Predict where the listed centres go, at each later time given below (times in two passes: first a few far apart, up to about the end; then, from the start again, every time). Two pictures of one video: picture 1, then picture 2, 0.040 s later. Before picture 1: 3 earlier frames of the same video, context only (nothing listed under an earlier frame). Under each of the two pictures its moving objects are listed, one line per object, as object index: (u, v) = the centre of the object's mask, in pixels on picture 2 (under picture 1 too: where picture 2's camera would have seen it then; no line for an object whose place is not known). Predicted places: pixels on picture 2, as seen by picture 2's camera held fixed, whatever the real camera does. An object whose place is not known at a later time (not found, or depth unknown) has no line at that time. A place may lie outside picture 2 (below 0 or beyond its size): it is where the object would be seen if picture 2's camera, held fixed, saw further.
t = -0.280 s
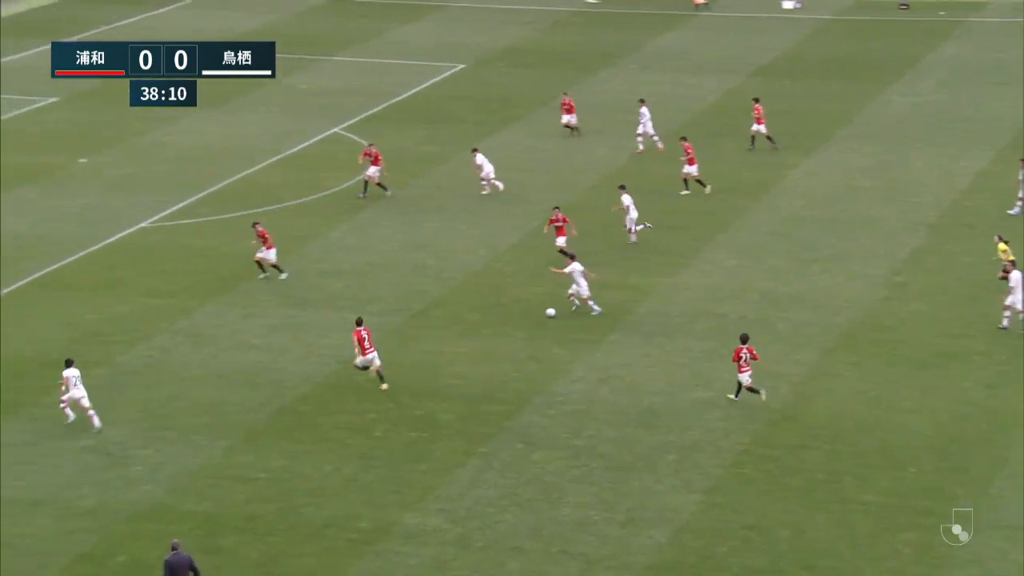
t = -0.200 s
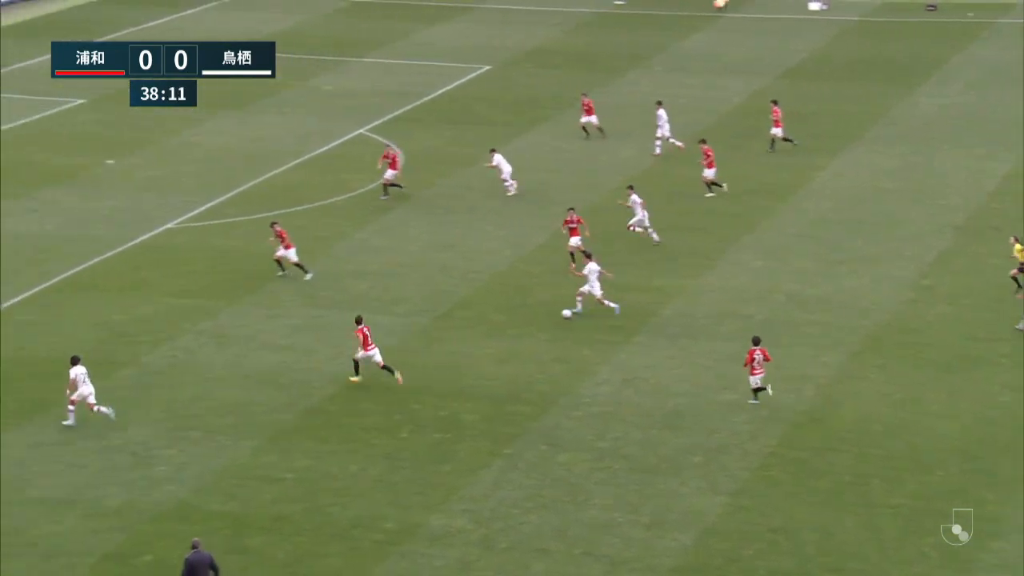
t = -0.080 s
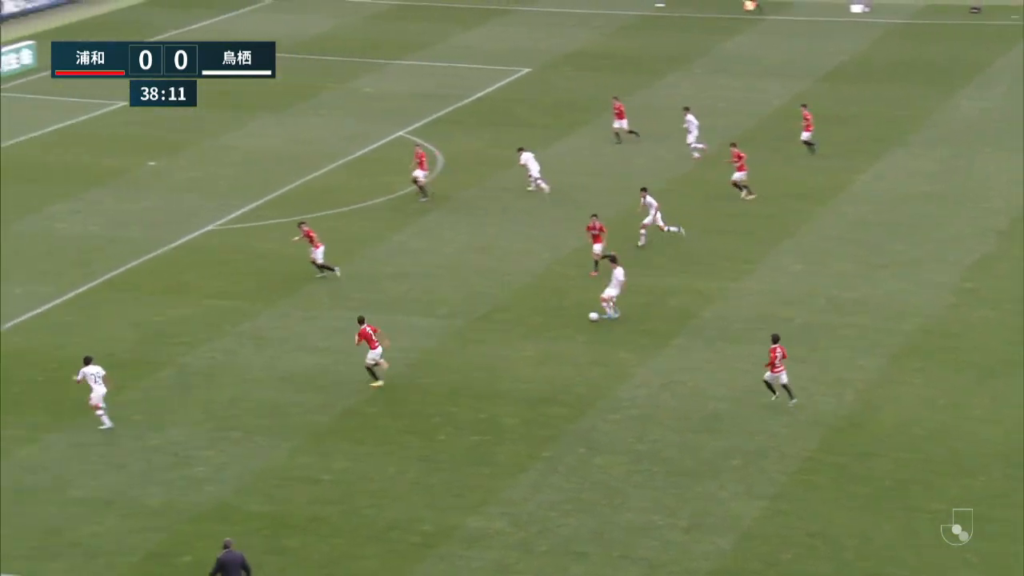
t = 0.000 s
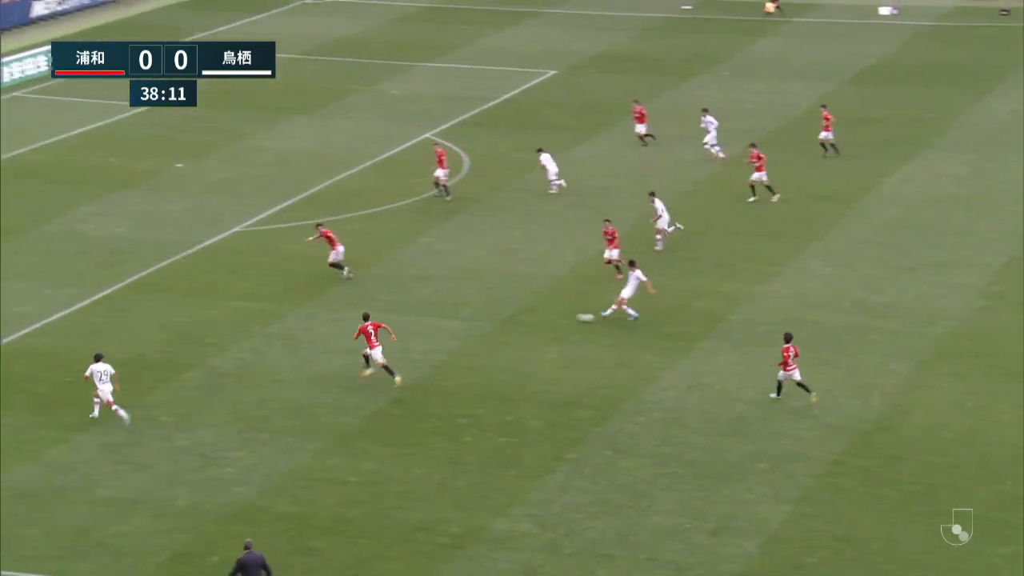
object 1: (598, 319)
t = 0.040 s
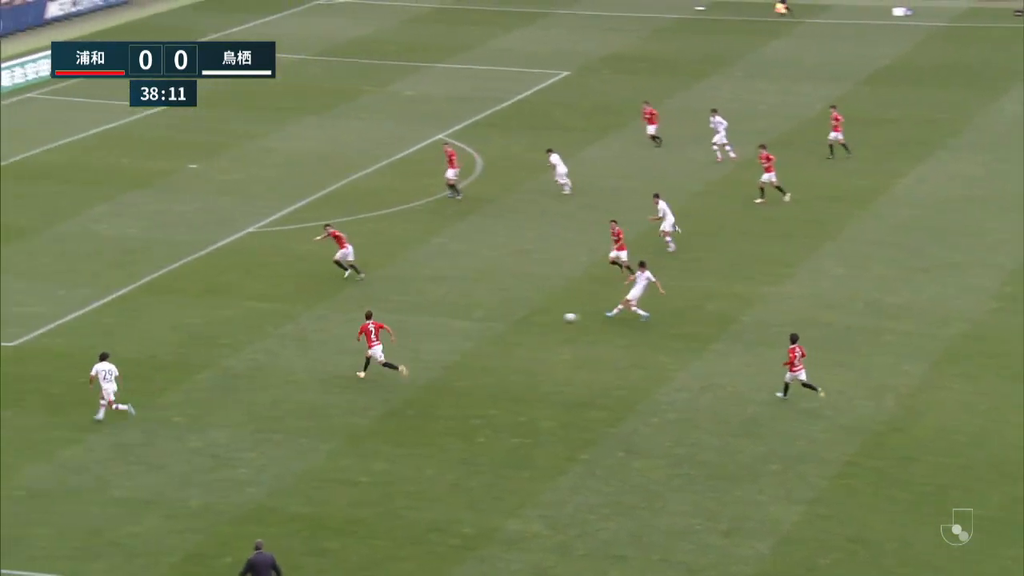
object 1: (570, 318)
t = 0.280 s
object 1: (419, 313)
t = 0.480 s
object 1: (305, 311)
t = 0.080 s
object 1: (545, 316)
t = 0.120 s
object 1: (518, 316)
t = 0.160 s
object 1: (492, 316)
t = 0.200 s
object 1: (466, 316)
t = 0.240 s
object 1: (443, 314)
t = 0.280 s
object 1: (419, 313)
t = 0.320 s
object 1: (396, 312)
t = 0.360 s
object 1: (371, 312)
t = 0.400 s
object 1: (348, 313)
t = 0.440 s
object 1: (326, 312)
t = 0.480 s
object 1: (305, 311)
